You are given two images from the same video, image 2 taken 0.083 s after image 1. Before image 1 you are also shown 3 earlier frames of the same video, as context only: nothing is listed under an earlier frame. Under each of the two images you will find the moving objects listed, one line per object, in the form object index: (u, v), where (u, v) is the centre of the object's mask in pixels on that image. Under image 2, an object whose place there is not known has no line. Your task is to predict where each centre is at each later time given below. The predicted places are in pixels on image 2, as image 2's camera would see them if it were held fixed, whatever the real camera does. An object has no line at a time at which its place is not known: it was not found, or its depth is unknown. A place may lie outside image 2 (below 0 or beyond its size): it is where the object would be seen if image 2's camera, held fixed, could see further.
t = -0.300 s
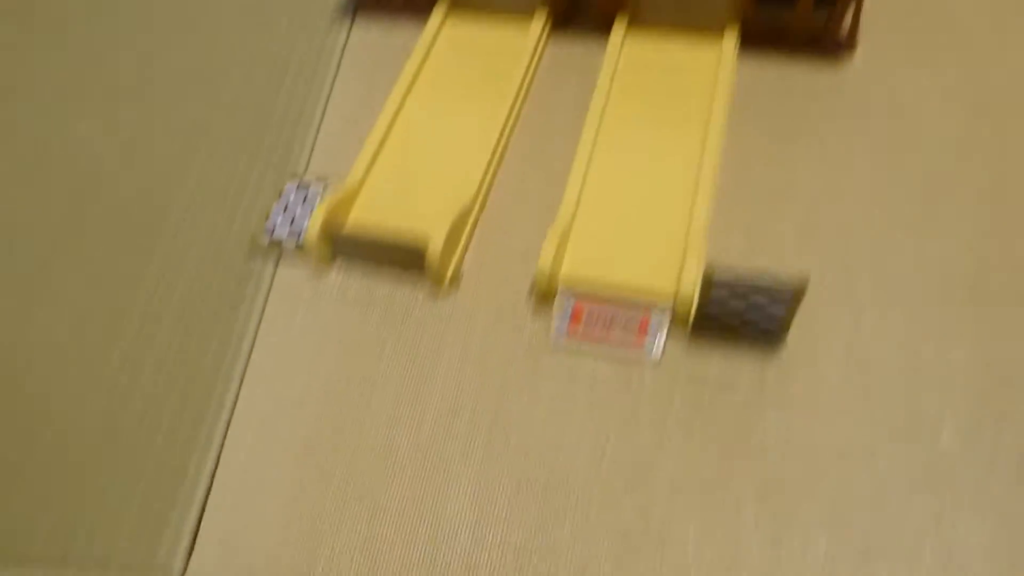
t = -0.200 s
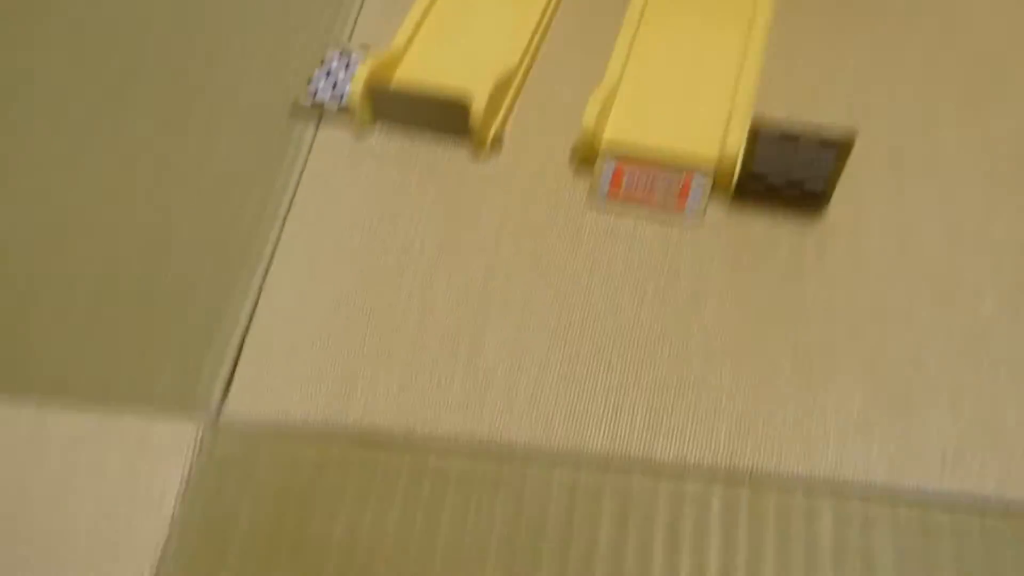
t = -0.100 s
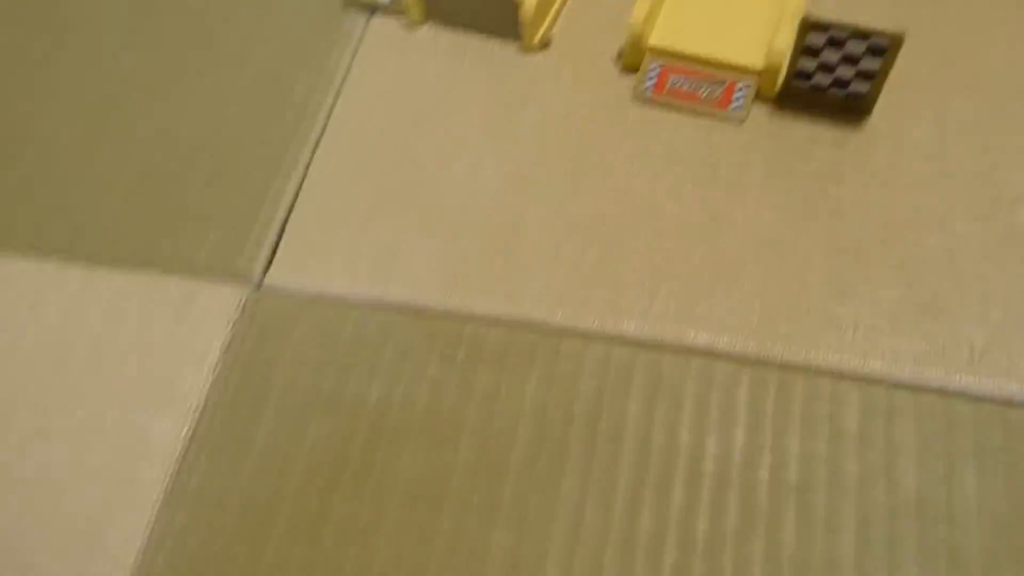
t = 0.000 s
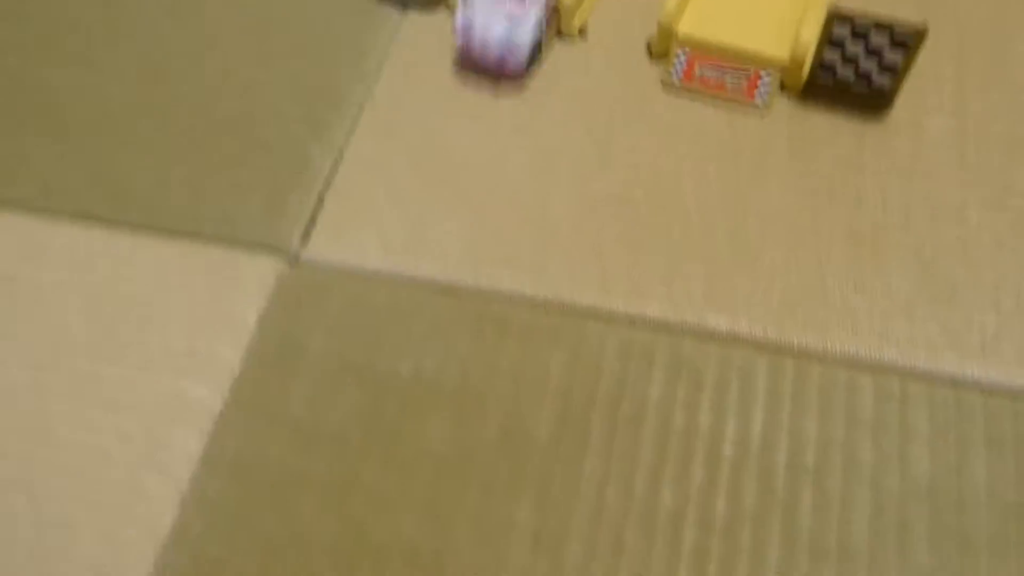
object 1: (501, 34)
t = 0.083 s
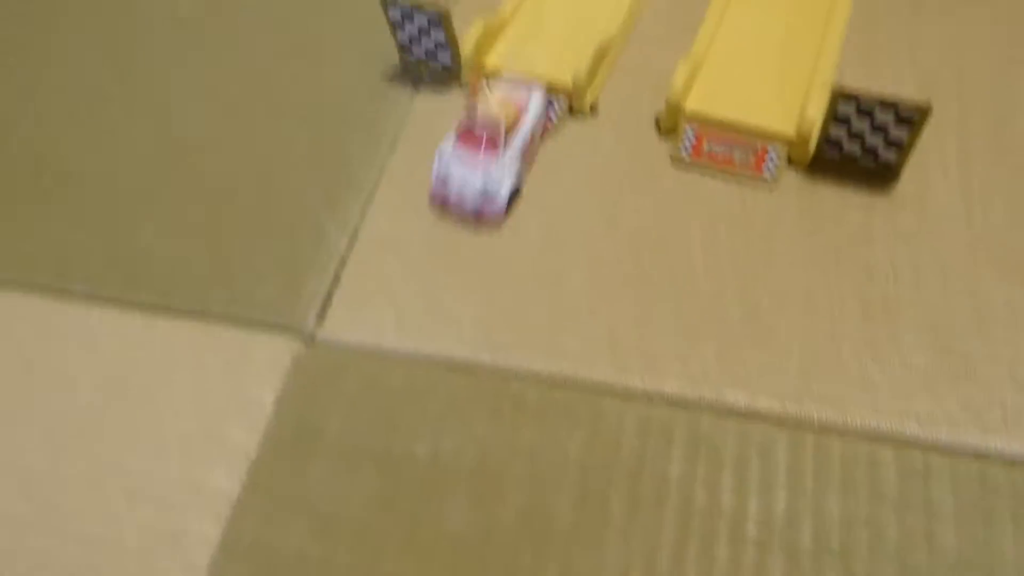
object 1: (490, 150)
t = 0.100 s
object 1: (483, 162)
